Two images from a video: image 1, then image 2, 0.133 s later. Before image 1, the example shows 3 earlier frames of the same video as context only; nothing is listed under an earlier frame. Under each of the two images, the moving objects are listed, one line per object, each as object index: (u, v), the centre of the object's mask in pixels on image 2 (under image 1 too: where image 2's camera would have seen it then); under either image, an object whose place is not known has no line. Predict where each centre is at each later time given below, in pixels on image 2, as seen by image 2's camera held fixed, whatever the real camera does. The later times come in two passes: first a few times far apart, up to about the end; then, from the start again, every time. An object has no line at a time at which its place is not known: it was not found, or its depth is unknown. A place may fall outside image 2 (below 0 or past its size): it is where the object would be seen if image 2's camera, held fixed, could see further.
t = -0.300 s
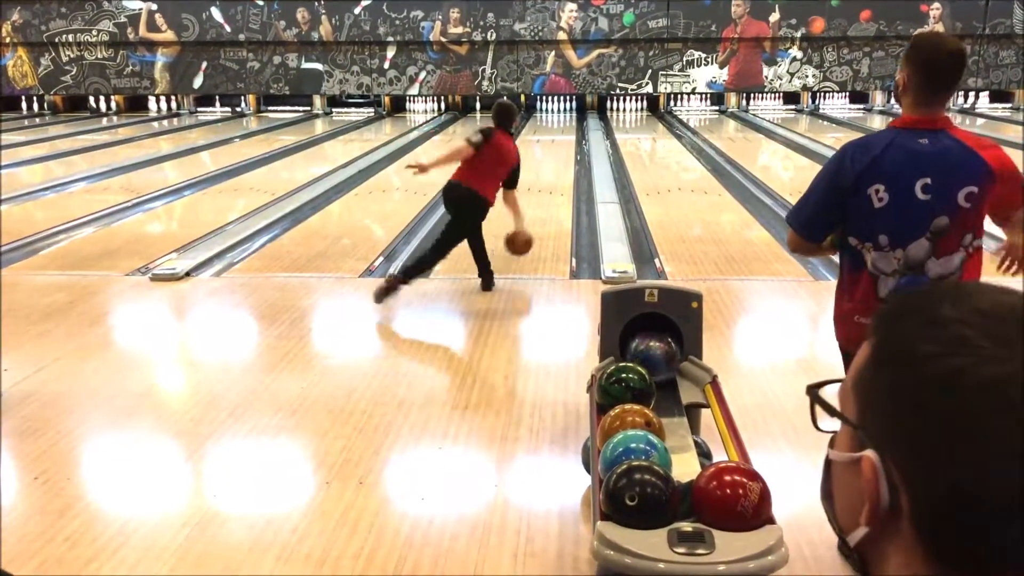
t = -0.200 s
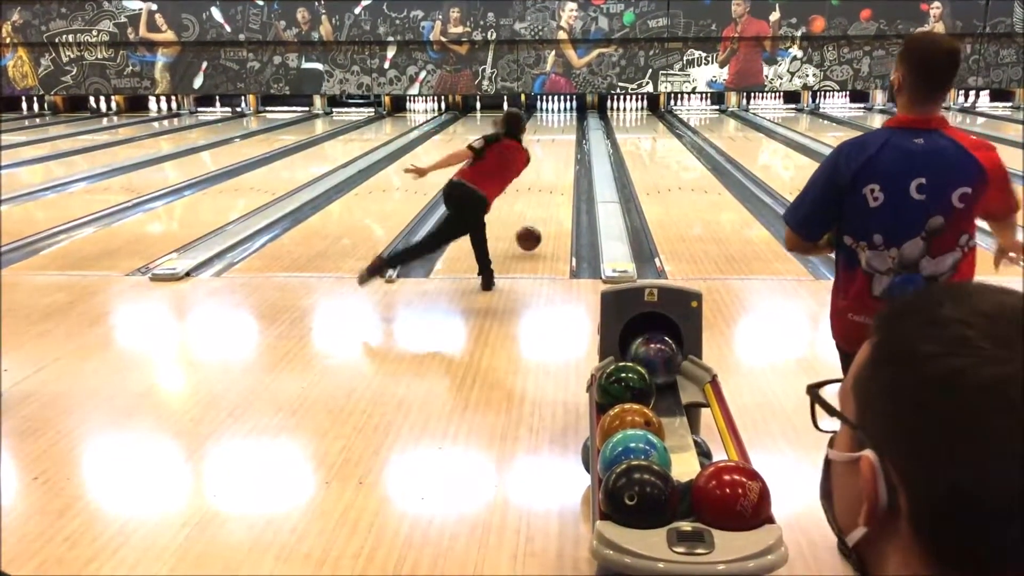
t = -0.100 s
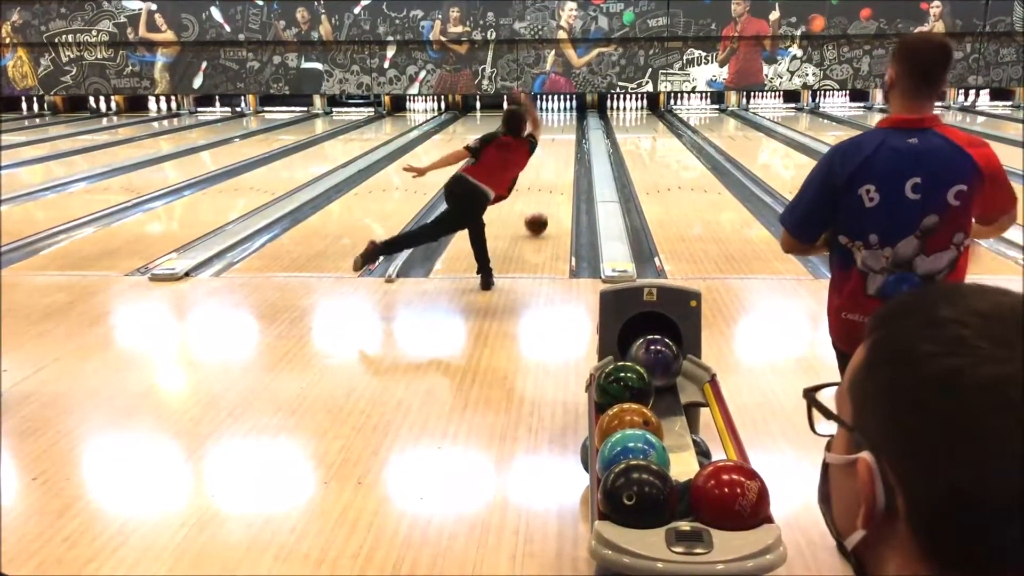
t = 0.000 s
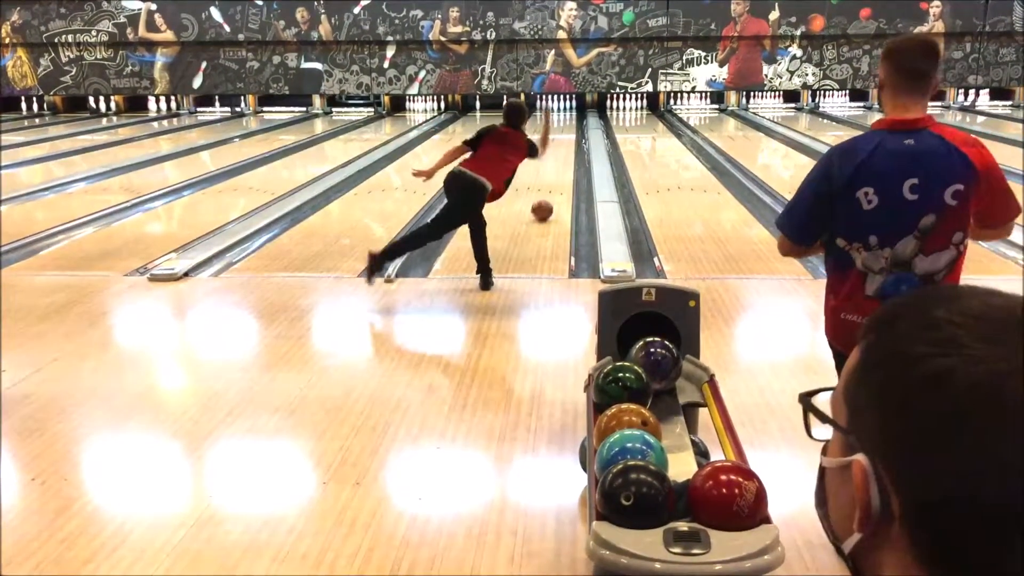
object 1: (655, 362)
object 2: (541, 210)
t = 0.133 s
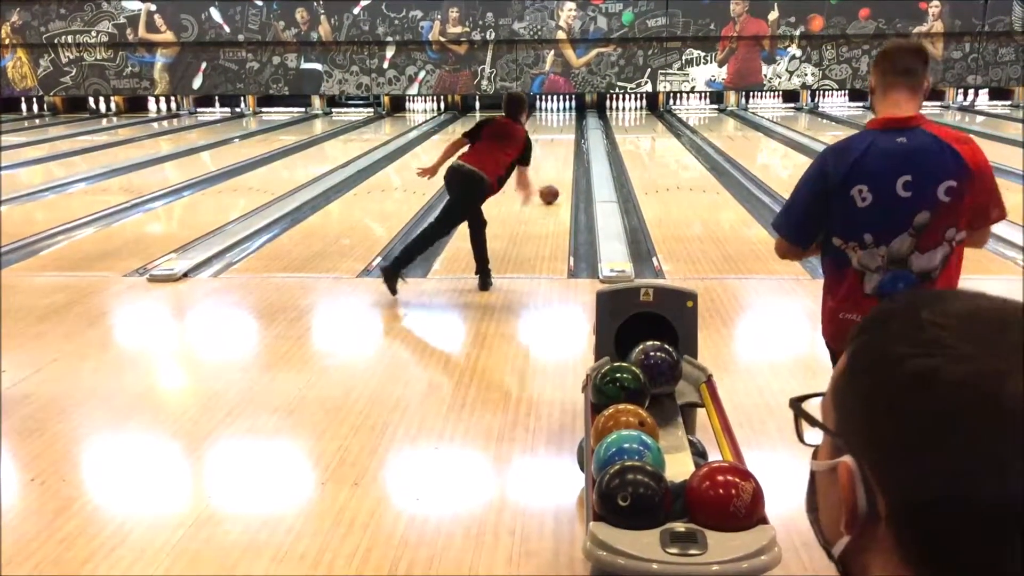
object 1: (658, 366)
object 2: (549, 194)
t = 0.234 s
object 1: (660, 368)
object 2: (553, 185)
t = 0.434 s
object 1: (665, 375)
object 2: (560, 168)
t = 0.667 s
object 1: (674, 382)
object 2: (565, 153)
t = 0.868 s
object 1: (687, 385)
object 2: (568, 143)
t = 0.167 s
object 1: (659, 367)
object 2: (550, 191)
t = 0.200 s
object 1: (659, 368)
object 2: (552, 188)
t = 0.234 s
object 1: (660, 368)
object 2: (553, 185)
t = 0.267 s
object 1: (661, 369)
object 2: (555, 181)
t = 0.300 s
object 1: (662, 370)
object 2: (556, 178)
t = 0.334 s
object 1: (662, 371)
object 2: (557, 176)
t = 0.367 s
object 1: (663, 372)
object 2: (558, 173)
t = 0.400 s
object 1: (664, 374)
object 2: (559, 170)
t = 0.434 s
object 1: (665, 375)
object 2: (560, 168)
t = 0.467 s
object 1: (666, 376)
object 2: (561, 165)
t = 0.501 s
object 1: (668, 377)
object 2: (561, 163)
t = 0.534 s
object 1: (669, 378)
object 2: (562, 161)
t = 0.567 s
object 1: (670, 379)
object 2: (563, 159)
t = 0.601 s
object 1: (673, 379)
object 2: (564, 156)
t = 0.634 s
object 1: (674, 380)
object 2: (564, 154)
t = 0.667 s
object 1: (674, 382)
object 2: (565, 153)
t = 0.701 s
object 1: (677, 382)
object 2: (566, 151)
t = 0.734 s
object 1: (679, 383)
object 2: (567, 149)
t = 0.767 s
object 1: (682, 383)
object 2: (567, 147)
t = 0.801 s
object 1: (684, 383)
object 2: (568, 146)
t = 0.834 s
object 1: (685, 385)
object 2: (568, 144)
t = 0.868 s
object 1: (687, 385)
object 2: (568, 143)
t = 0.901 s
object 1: (689, 387)
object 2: (569, 141)
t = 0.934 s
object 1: (693, 388)
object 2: (570, 139)
